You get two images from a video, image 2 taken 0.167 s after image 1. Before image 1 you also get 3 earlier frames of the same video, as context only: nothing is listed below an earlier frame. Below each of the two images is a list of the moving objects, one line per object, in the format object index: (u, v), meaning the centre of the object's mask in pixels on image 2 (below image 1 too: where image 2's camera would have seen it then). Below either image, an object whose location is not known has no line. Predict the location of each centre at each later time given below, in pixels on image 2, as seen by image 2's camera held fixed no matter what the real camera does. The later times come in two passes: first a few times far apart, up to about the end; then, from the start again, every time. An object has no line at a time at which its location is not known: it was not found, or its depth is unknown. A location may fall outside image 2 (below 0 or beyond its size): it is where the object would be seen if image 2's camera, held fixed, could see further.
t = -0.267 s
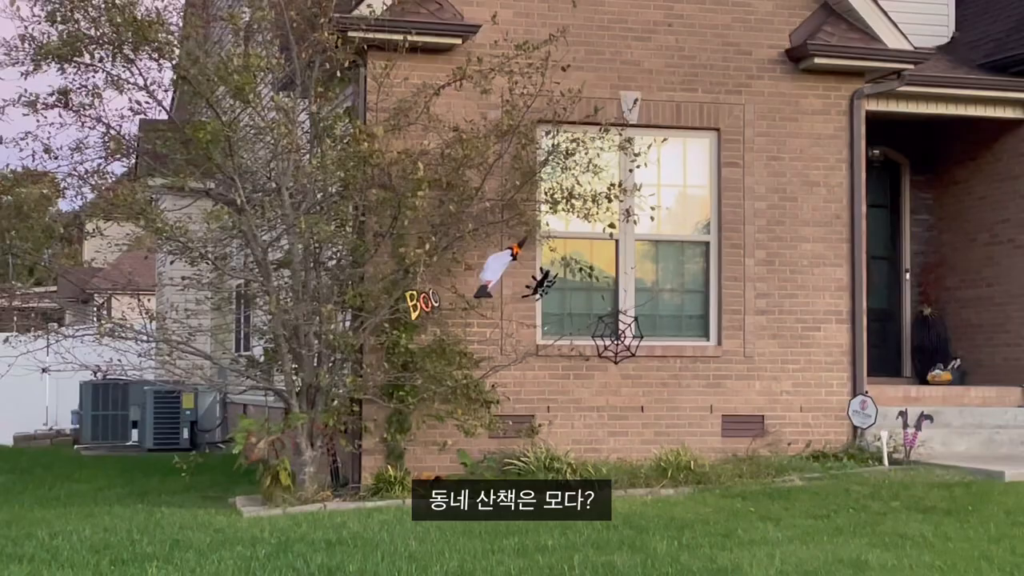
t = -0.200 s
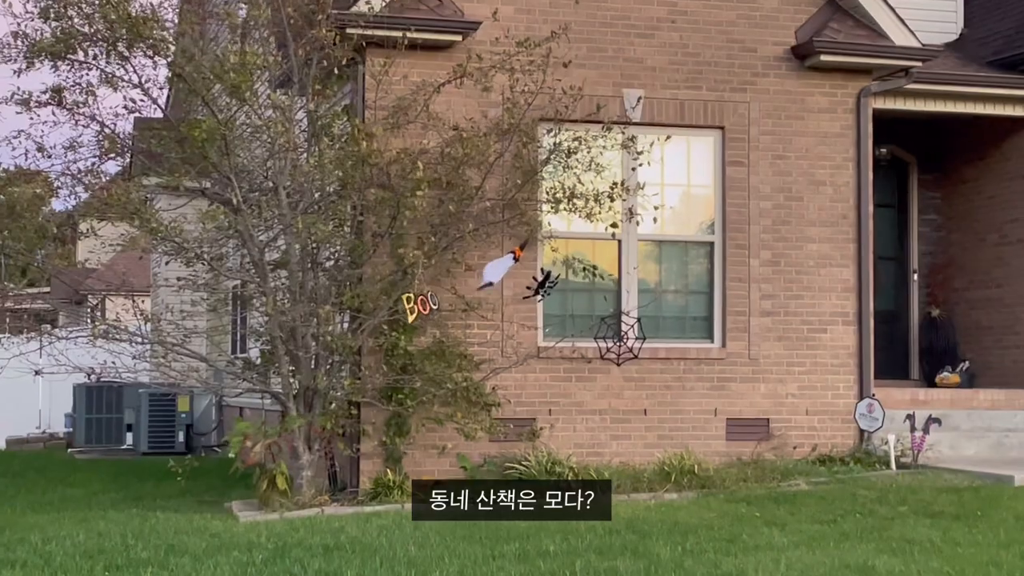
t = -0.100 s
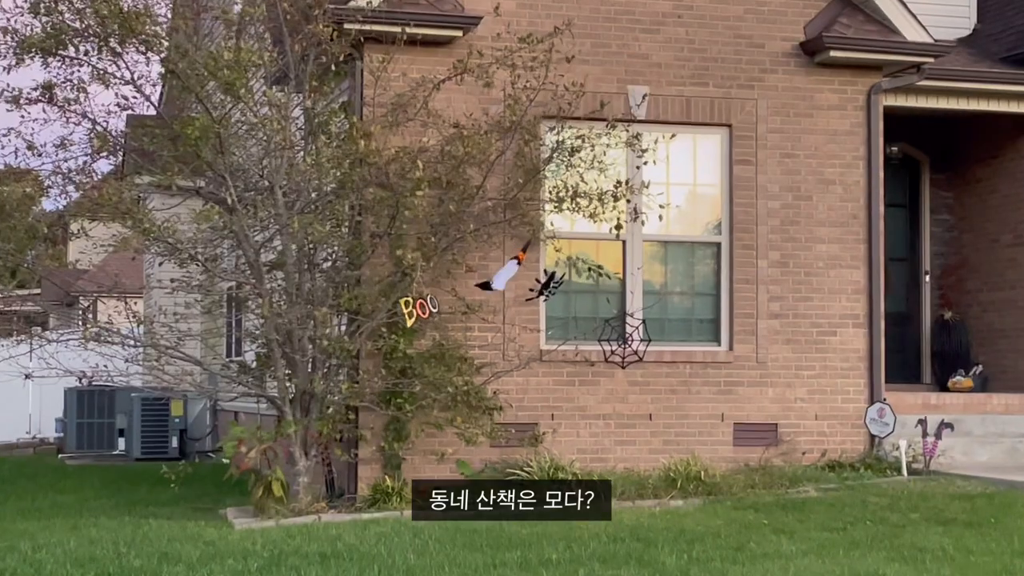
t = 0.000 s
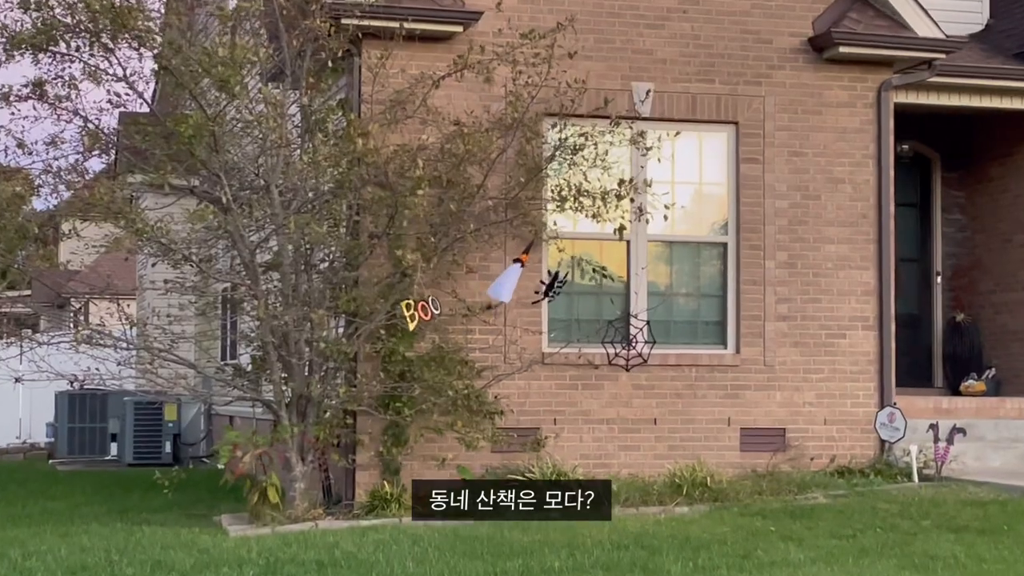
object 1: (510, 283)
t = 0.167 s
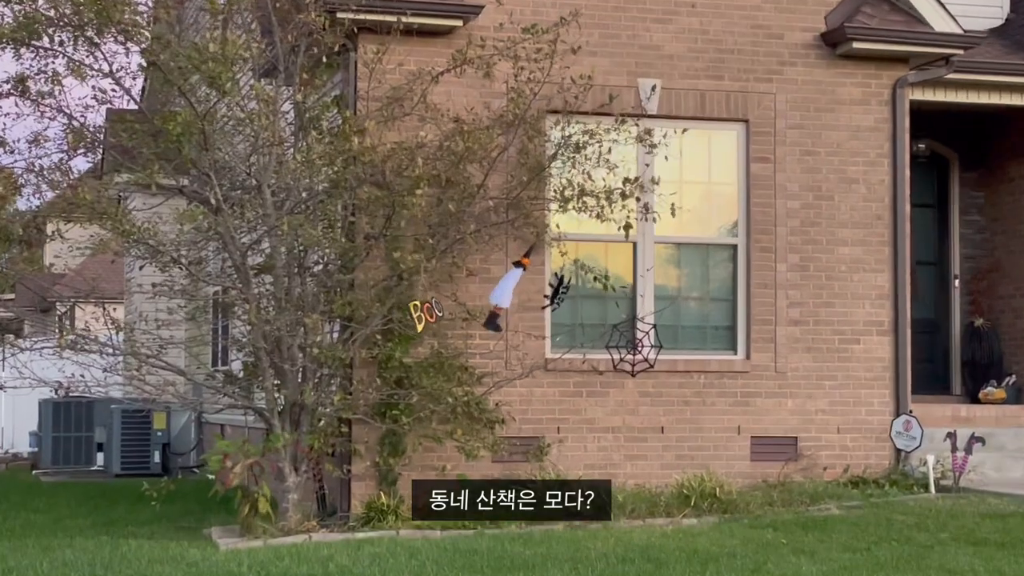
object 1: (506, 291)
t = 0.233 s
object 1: (504, 289)
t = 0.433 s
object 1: (501, 288)
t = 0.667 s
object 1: (511, 288)
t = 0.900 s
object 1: (511, 284)
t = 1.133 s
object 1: (503, 285)
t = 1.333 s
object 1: (499, 280)
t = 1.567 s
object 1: (504, 278)
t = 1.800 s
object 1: (509, 281)
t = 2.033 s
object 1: (517, 279)
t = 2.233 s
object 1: (516, 283)
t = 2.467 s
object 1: (514, 287)
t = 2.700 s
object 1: (514, 286)
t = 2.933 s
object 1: (508, 291)
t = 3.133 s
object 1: (506, 292)
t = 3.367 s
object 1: (507, 295)
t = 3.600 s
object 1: (506, 284)
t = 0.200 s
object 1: (505, 290)
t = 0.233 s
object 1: (504, 289)
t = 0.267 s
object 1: (503, 289)
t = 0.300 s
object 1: (503, 288)
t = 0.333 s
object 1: (502, 287)
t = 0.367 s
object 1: (501, 287)
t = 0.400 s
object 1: (501, 287)
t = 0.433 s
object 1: (501, 288)
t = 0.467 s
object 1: (501, 289)
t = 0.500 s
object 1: (503, 290)
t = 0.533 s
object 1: (504, 289)
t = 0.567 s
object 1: (506, 289)
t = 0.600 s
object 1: (508, 290)
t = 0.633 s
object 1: (510, 289)
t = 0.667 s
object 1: (511, 288)
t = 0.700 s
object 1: (513, 287)
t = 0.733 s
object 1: (513, 286)
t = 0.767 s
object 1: (513, 284)
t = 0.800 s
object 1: (512, 283)
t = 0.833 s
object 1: (512, 283)
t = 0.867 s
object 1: (511, 284)
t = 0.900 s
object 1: (511, 284)
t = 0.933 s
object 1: (511, 283)
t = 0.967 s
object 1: (510, 284)
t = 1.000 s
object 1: (509, 284)
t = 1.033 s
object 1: (508, 283)
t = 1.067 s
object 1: (507, 283)
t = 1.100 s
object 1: (504, 286)
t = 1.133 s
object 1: (503, 285)
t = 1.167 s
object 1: (501, 285)
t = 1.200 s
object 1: (500, 283)
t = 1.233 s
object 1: (499, 283)
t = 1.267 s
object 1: (499, 282)
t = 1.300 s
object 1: (499, 281)
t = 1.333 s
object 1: (499, 280)
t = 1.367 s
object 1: (499, 280)
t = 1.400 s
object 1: (499, 279)
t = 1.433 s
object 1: (499, 279)
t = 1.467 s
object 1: (500, 279)
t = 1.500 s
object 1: (500, 279)
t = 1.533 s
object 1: (502, 278)
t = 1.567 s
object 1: (504, 278)
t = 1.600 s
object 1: (504, 278)
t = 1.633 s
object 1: (505, 278)
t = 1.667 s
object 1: (506, 278)
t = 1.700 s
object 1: (507, 279)
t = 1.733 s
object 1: (508, 280)
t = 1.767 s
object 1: (508, 281)
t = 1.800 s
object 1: (509, 281)
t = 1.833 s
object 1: (510, 282)
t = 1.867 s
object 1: (512, 281)
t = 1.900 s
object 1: (513, 281)
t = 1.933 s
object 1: (515, 281)
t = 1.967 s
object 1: (516, 281)
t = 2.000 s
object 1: (517, 280)
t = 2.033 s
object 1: (517, 279)
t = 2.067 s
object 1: (518, 279)
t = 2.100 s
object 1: (518, 280)
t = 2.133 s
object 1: (518, 280)
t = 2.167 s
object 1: (517, 281)
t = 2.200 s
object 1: (517, 282)
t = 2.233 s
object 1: (516, 283)
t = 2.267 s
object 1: (516, 284)
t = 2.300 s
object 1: (515, 285)
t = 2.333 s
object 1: (514, 286)
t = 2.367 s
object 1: (514, 286)
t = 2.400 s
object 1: (514, 286)
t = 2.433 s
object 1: (514, 286)
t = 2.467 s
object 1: (514, 287)
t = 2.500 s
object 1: (515, 286)
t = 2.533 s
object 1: (515, 286)
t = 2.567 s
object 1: (515, 286)
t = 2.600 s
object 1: (514, 286)
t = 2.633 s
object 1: (514, 286)
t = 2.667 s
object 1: (514, 286)
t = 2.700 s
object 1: (514, 286)
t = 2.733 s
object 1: (513, 287)
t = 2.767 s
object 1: (513, 287)
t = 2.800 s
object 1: (512, 288)
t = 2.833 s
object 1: (511, 289)
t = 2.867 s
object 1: (510, 290)
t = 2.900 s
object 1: (509, 291)
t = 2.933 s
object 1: (508, 291)
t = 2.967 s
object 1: (508, 291)
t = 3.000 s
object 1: (506, 291)
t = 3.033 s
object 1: (505, 291)
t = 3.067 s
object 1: (505, 291)
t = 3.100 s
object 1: (505, 291)
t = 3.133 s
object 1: (506, 292)
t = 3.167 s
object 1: (507, 293)
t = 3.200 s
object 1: (507, 294)
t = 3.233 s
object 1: (507, 295)
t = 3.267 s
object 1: (508, 295)
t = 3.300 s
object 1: (508, 295)
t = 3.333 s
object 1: (508, 296)
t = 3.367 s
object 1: (507, 295)
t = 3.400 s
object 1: (507, 294)
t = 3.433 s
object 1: (508, 292)
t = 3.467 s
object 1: (508, 291)
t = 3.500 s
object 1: (508, 289)
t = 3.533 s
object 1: (507, 287)
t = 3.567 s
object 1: (507, 285)
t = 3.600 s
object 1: (506, 284)
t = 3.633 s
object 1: (506, 284)
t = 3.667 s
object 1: (506, 283)
